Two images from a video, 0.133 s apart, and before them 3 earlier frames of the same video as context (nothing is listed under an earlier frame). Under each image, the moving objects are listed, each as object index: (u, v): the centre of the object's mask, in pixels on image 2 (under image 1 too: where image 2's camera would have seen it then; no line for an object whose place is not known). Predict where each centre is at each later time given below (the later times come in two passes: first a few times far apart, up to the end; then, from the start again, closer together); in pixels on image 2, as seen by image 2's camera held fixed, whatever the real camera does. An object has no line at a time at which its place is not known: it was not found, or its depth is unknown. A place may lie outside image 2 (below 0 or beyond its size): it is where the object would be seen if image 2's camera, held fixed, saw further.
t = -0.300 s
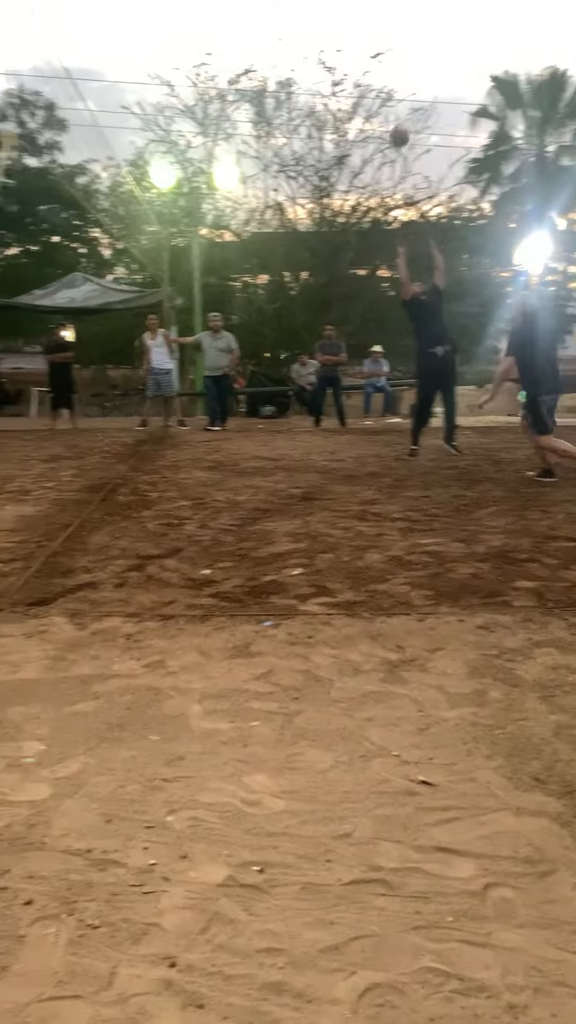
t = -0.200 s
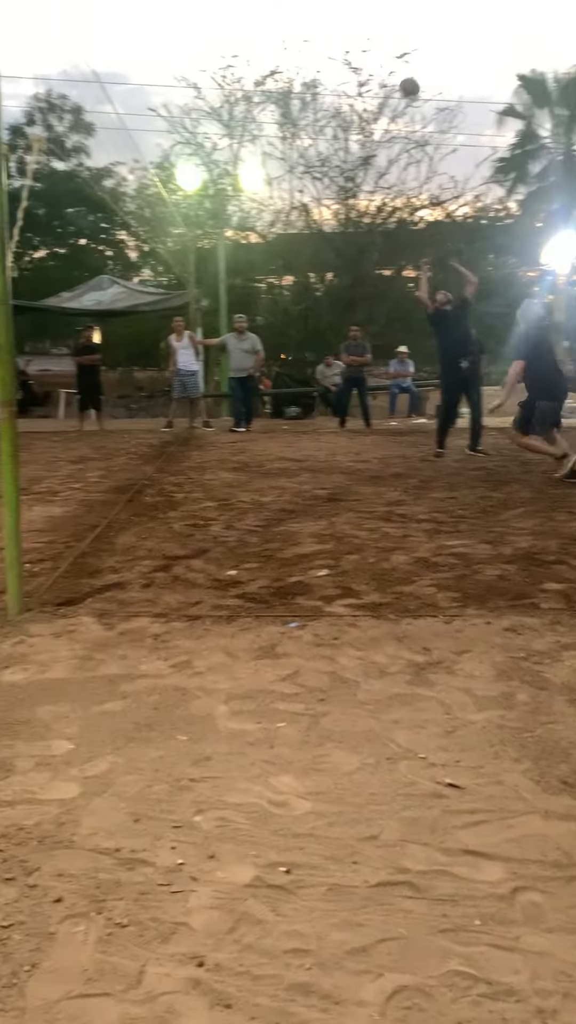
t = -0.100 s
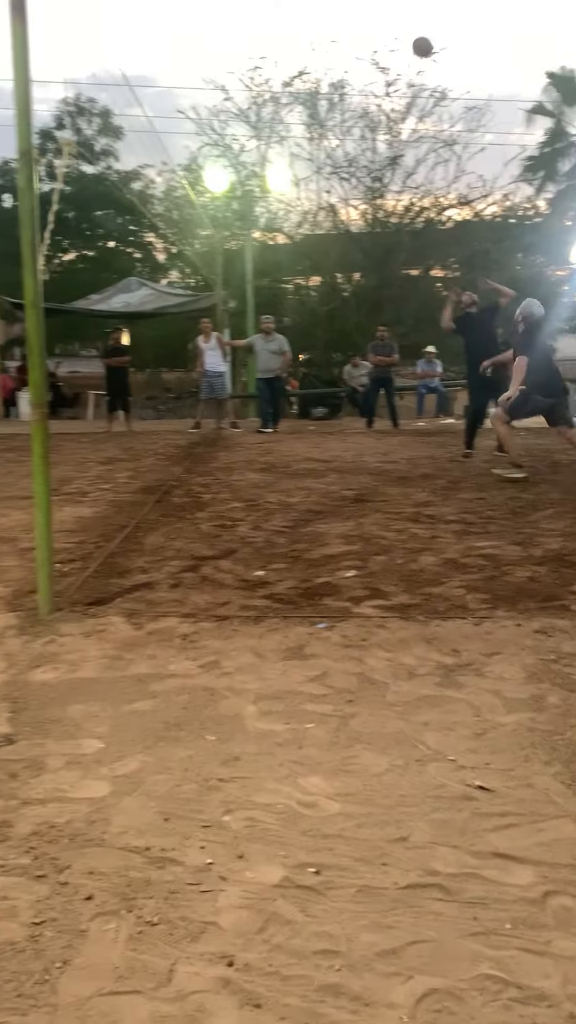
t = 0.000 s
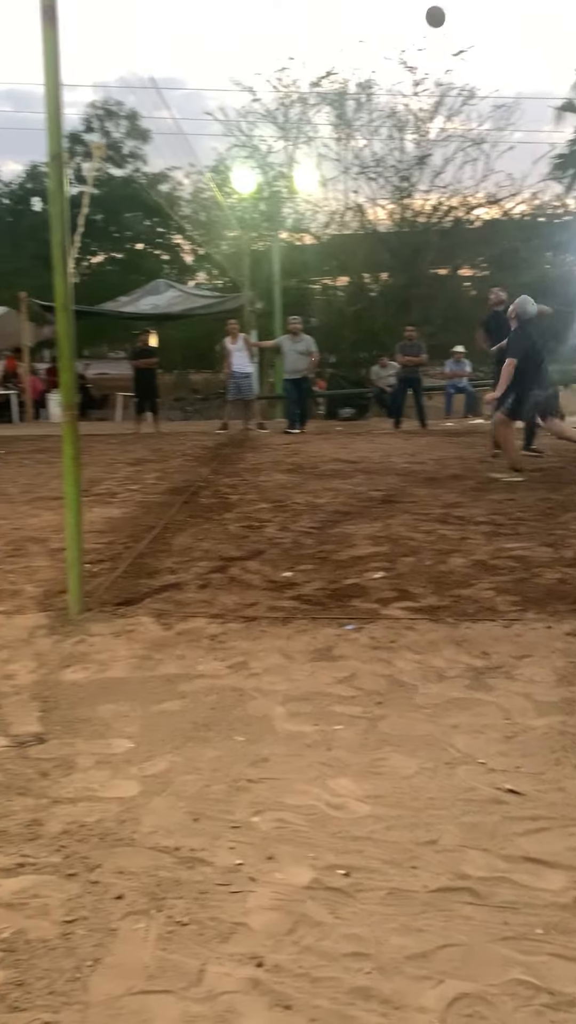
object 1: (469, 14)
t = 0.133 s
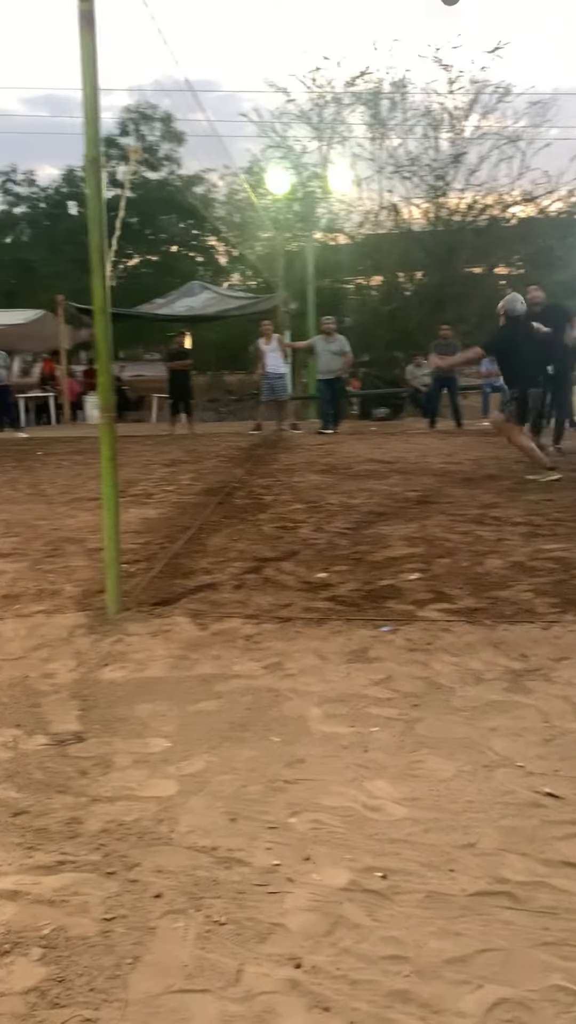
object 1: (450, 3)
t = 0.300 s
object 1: (426, 8)
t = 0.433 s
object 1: (407, 25)
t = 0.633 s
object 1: (380, 104)
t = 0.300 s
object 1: (426, 8)
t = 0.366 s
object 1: (417, 13)
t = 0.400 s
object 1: (412, 18)
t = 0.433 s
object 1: (407, 25)
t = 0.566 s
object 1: (390, 73)
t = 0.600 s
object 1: (385, 88)
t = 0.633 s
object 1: (380, 104)
